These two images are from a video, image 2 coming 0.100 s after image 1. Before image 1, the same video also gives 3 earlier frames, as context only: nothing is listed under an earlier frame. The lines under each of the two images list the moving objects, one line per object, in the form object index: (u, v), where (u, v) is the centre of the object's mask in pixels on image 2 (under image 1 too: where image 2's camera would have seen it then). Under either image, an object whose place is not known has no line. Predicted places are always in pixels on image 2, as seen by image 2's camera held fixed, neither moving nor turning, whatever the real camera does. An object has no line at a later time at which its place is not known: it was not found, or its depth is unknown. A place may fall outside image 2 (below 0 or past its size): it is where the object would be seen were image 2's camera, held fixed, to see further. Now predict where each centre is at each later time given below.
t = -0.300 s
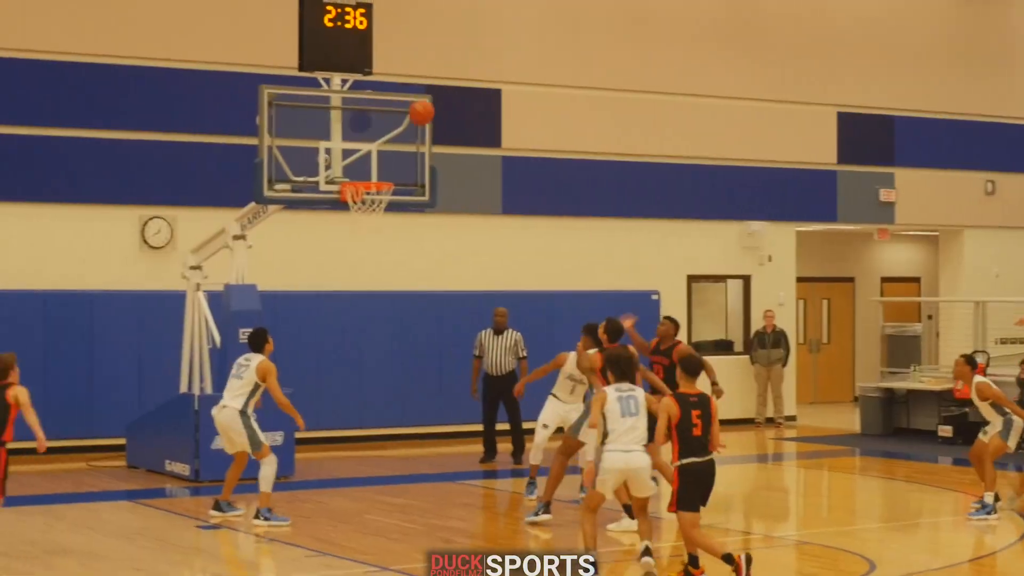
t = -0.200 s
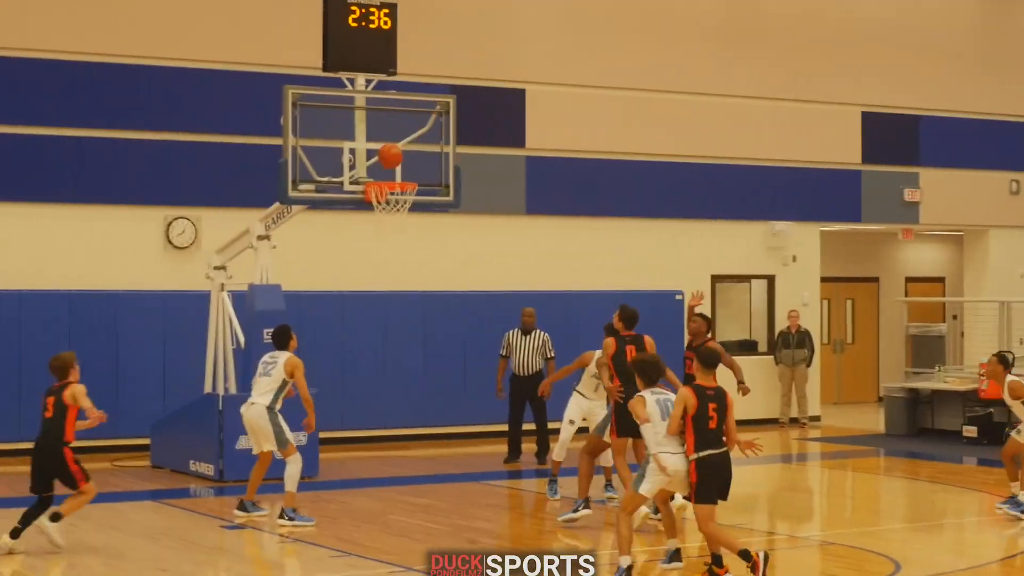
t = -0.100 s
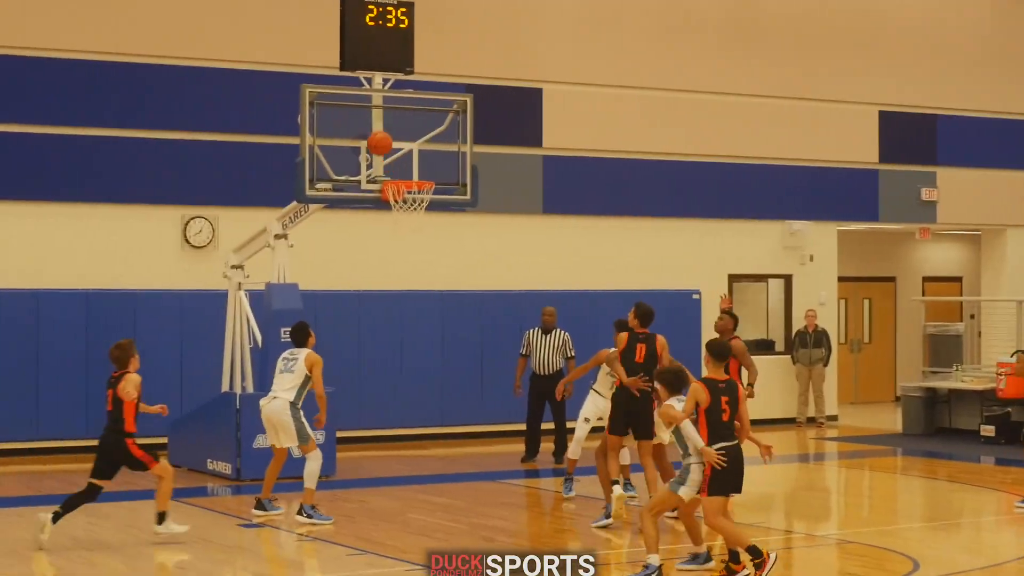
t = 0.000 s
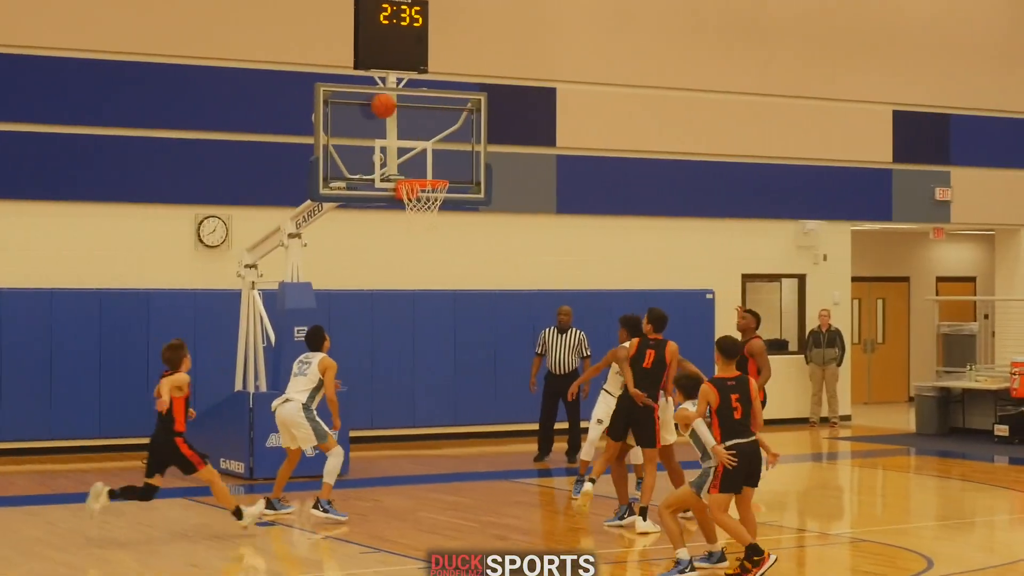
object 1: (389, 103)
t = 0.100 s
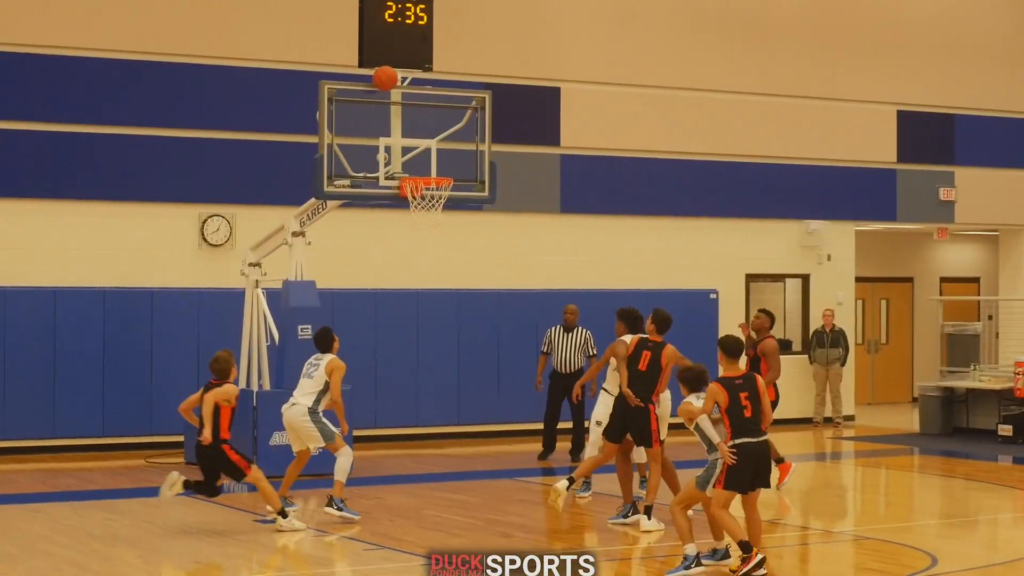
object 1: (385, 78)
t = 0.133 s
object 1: (384, 73)
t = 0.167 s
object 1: (383, 68)
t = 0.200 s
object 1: (382, 64)
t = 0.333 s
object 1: (379, 58)
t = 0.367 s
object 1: (379, 58)
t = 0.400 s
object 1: (379, 60)
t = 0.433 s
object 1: (378, 63)
